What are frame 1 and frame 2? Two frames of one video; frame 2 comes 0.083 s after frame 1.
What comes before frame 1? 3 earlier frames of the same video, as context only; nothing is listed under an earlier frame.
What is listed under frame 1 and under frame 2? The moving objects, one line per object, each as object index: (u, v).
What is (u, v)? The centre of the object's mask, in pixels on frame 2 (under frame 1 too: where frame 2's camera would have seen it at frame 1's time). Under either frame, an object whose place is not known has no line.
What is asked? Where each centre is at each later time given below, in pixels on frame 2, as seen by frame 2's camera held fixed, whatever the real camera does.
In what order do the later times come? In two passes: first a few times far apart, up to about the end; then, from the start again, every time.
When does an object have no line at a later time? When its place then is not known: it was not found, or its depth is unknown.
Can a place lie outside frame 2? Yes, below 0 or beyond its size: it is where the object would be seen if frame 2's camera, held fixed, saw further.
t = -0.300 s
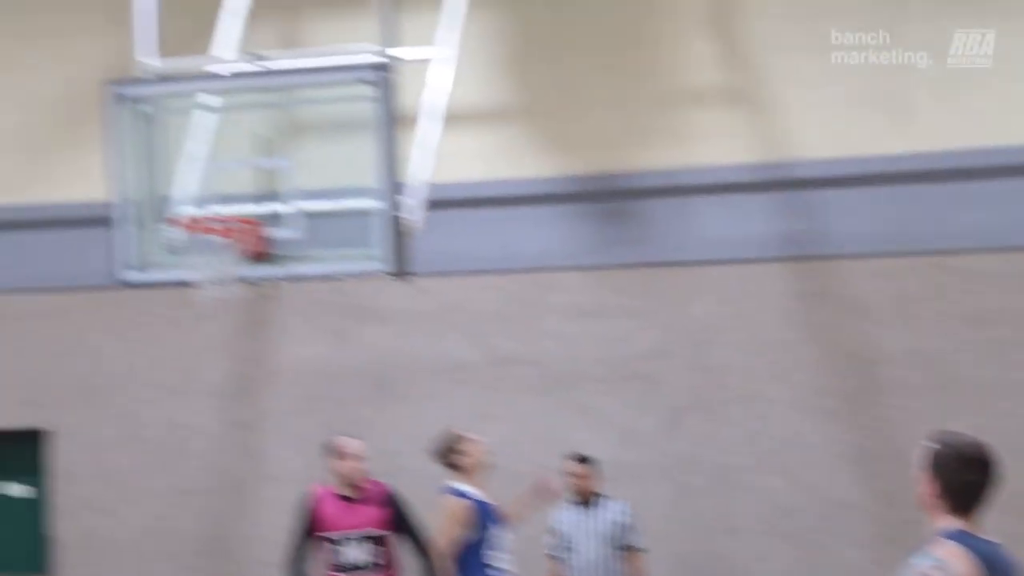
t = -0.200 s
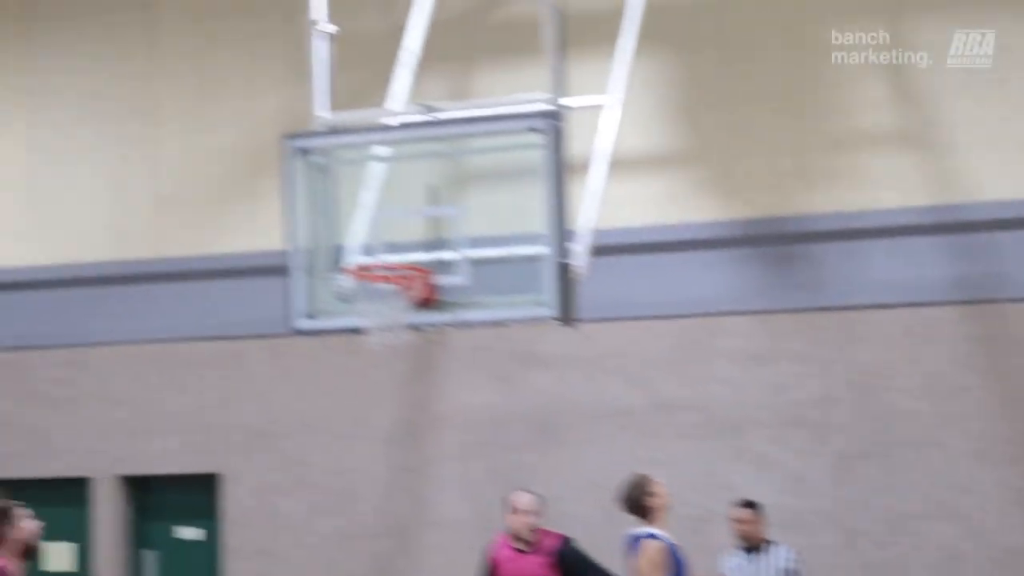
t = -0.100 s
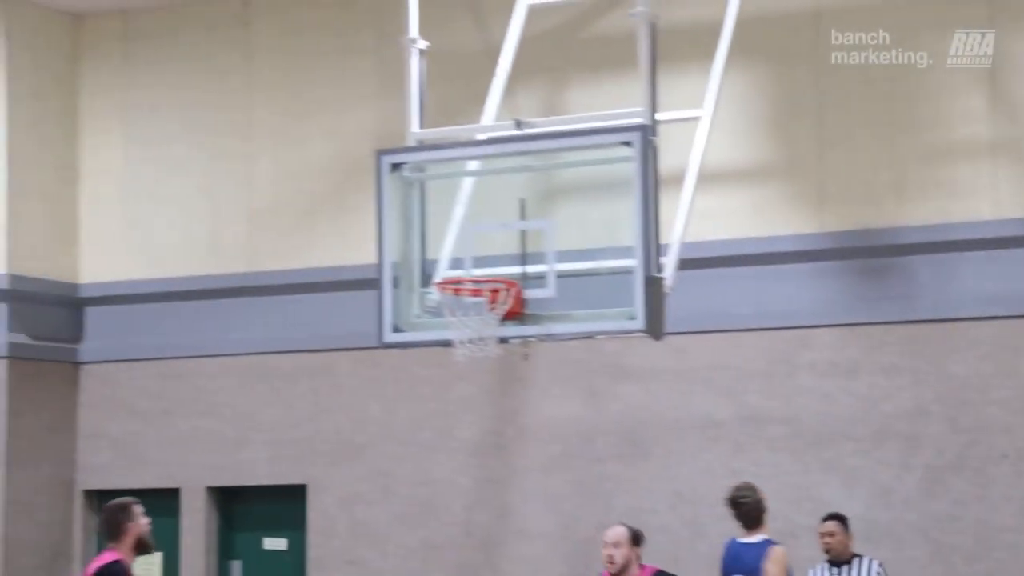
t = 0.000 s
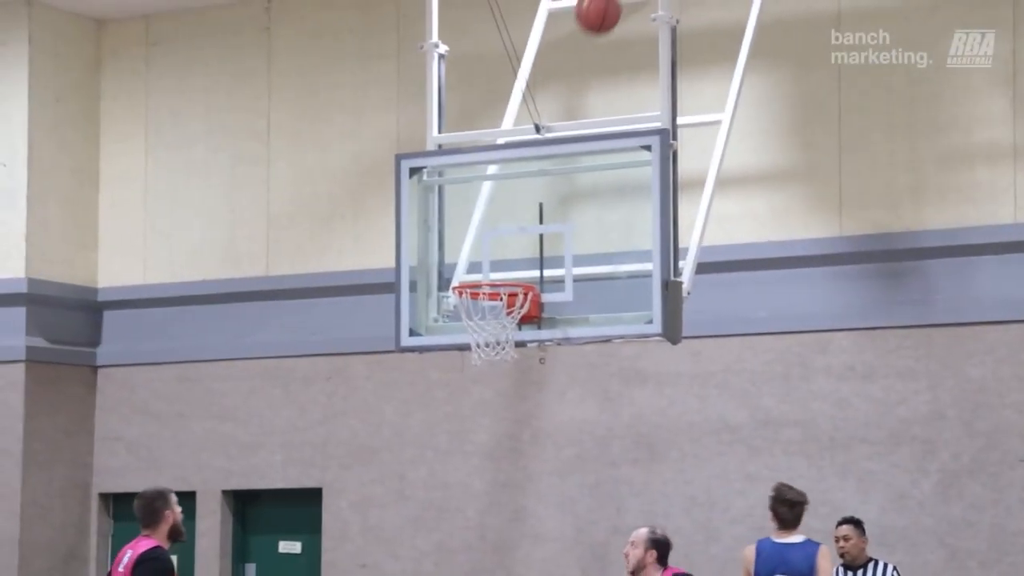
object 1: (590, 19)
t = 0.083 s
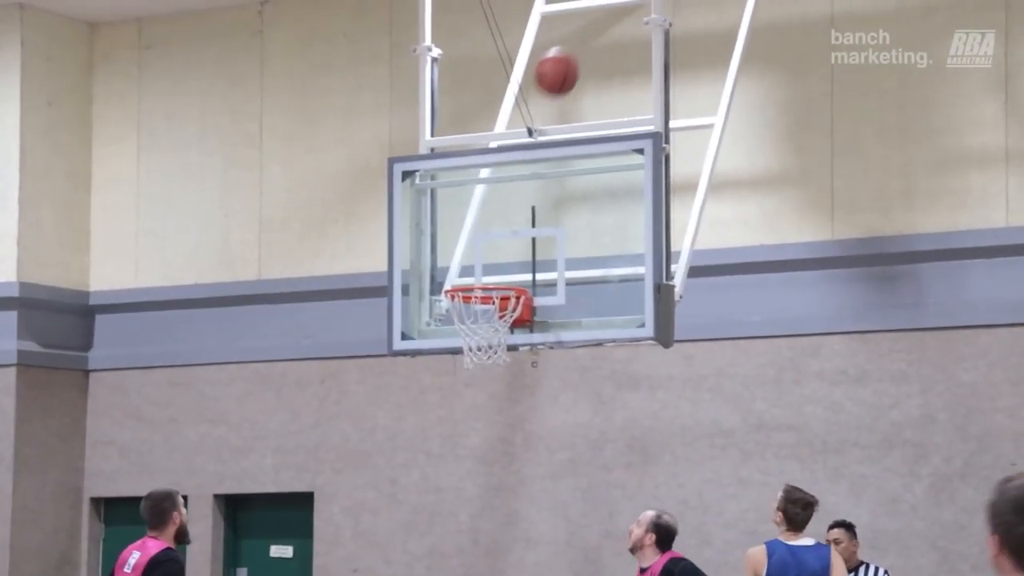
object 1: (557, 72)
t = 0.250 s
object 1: (495, 215)
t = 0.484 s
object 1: (525, 316)
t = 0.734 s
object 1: (480, 377)
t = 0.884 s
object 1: (450, 461)
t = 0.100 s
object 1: (550, 84)
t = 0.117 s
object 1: (543, 97)
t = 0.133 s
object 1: (537, 111)
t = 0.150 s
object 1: (531, 126)
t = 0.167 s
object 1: (524, 141)
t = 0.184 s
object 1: (519, 156)
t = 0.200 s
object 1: (512, 169)
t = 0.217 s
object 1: (506, 184)
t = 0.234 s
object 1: (500, 200)
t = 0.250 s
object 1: (495, 215)
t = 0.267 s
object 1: (490, 231)
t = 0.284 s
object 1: (484, 247)
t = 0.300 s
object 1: (478, 263)
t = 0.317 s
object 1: (472, 275)
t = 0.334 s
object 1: (471, 294)
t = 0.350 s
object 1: (479, 304)
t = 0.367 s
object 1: (490, 312)
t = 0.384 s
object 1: (507, 320)
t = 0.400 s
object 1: (516, 328)
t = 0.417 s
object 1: (525, 329)
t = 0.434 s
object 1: (531, 320)
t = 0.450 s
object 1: (521, 328)
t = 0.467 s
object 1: (526, 314)
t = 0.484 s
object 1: (525, 316)
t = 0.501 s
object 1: (523, 318)
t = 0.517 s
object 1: (517, 325)
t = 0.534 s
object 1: (514, 327)
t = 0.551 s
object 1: (508, 335)
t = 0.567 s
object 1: (505, 337)
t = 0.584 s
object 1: (503, 341)
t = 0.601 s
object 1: (500, 344)
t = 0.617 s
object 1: (498, 347)
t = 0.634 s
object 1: (496, 351)
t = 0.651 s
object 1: (494, 355)
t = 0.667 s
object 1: (492, 359)
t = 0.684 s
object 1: (489, 363)
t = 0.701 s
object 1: (486, 367)
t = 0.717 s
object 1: (484, 372)
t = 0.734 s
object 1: (480, 377)
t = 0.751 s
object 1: (477, 385)
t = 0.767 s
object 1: (473, 393)
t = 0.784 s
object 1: (470, 401)
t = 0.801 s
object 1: (467, 410)
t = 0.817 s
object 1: (463, 419)
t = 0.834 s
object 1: (460, 429)
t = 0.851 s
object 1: (457, 439)
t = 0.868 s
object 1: (454, 450)
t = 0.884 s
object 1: (450, 461)
